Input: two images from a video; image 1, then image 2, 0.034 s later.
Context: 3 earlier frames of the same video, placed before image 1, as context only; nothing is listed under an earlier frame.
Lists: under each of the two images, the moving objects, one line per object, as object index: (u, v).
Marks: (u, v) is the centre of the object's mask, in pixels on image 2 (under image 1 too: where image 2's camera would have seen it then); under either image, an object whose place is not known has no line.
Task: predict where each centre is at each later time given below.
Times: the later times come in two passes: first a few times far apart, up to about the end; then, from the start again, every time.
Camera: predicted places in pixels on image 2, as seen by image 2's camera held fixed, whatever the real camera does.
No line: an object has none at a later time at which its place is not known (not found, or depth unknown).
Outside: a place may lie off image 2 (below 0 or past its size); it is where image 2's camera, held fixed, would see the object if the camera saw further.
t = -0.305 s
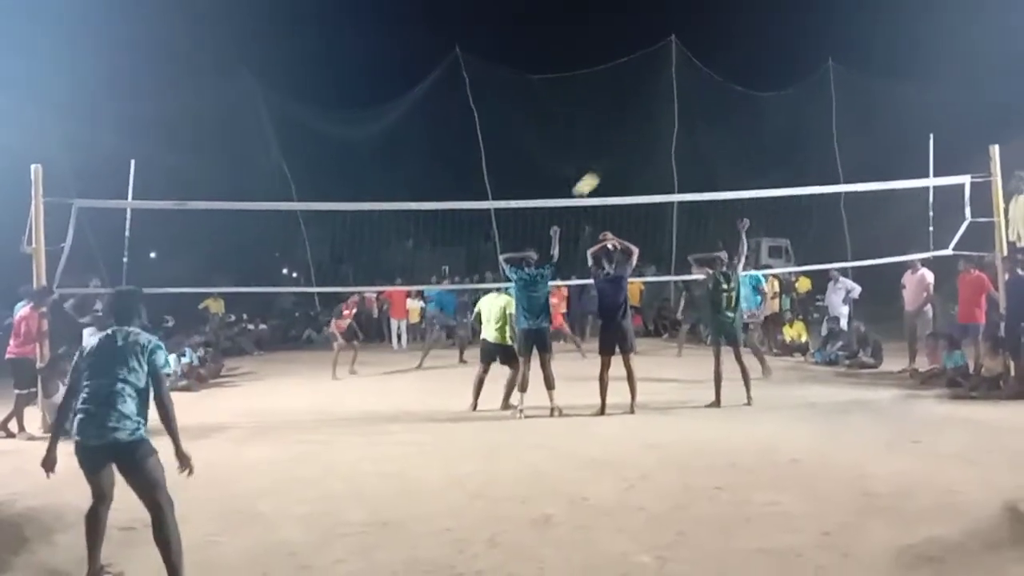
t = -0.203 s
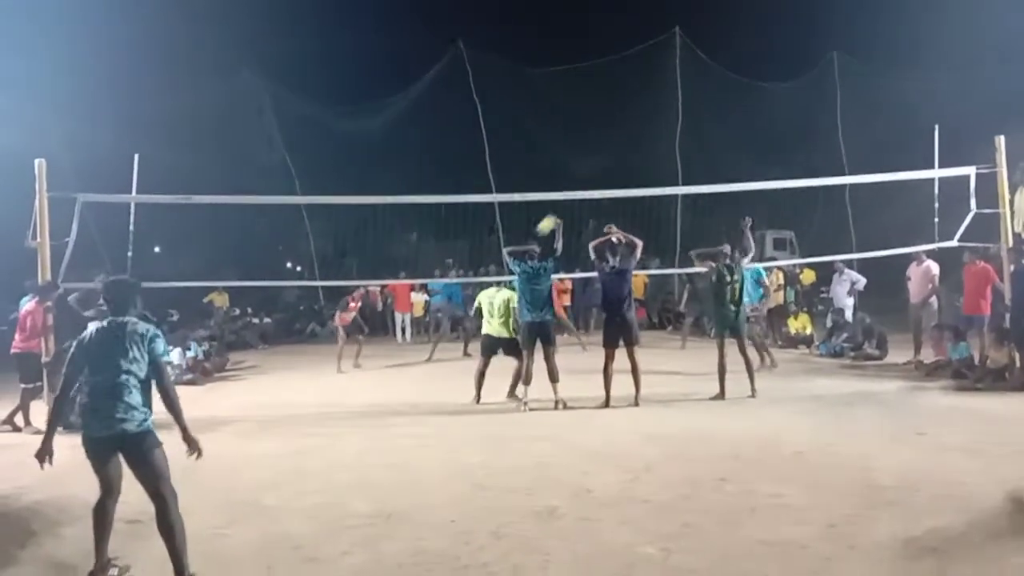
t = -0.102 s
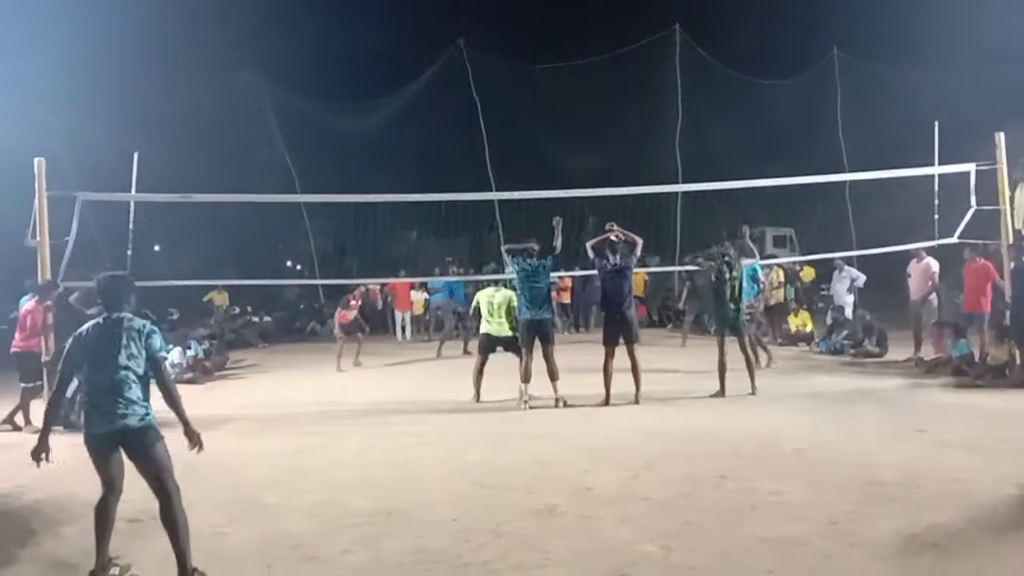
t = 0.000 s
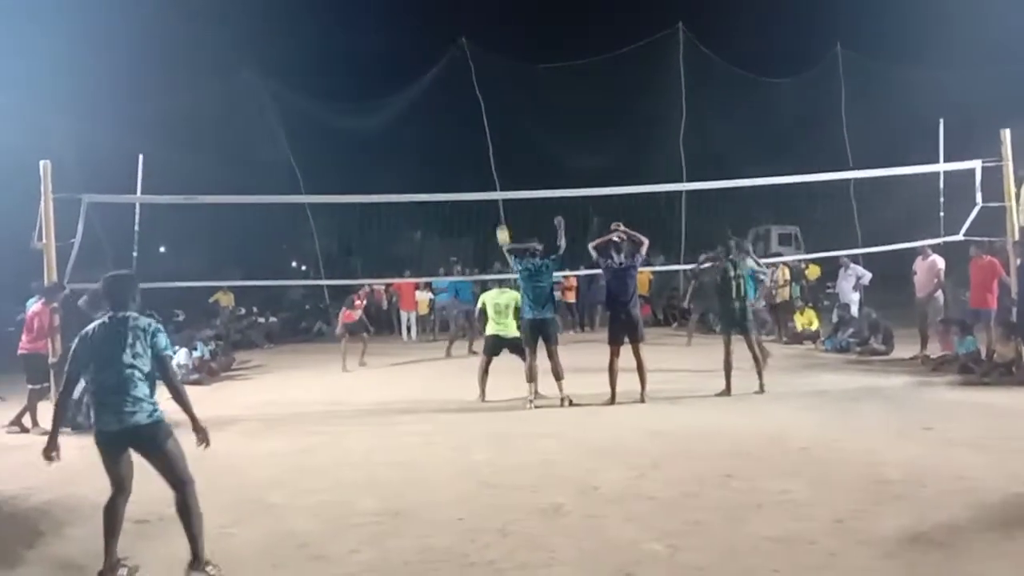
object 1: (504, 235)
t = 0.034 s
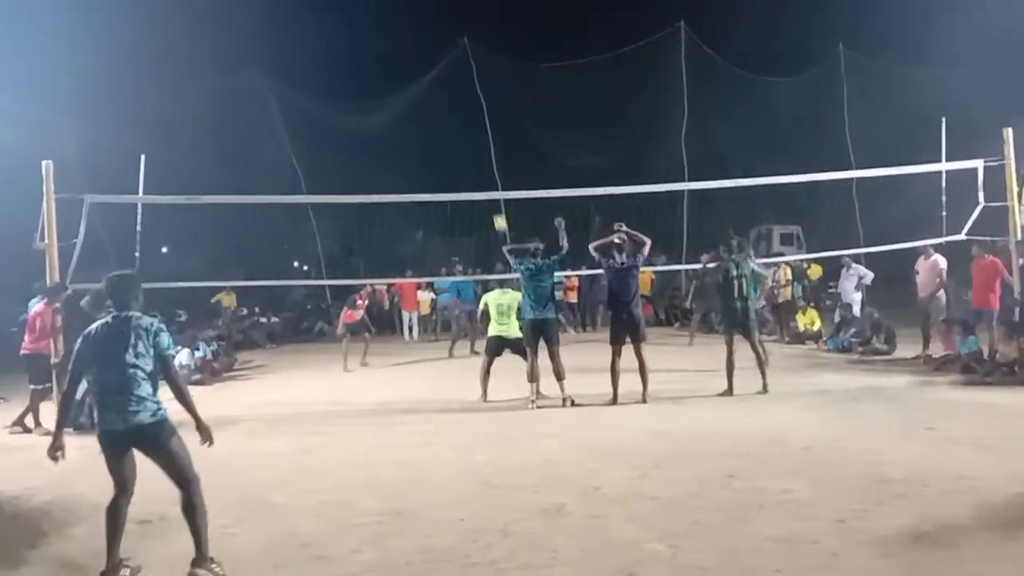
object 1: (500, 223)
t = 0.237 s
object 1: (474, 156)
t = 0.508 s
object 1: (437, 94)
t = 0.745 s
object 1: (404, 72)
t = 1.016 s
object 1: (365, 90)
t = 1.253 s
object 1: (331, 149)
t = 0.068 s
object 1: (496, 211)
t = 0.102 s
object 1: (492, 198)
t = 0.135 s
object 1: (487, 185)
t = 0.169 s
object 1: (483, 176)
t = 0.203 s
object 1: (479, 166)
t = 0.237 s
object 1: (474, 156)
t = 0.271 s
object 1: (470, 146)
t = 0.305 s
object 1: (465, 137)
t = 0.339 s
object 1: (460, 128)
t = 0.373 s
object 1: (456, 120)
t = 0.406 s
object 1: (451, 112)
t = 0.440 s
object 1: (446, 105)
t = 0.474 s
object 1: (442, 99)
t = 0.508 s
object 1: (437, 94)
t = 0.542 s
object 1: (432, 89)
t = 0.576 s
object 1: (427, 84)
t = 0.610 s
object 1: (423, 81)
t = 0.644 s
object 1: (418, 77)
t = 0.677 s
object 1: (413, 75)
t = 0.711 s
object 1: (409, 73)
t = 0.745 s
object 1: (404, 72)
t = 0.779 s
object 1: (399, 72)
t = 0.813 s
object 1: (394, 73)
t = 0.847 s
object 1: (389, 74)
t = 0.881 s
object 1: (385, 75)
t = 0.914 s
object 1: (380, 78)
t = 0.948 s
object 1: (375, 82)
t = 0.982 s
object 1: (370, 85)
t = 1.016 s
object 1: (365, 90)
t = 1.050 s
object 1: (360, 96)
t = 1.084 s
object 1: (355, 103)
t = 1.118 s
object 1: (351, 110)
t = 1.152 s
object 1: (345, 118)
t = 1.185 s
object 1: (341, 128)
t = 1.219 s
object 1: (336, 138)
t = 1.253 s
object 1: (331, 149)
